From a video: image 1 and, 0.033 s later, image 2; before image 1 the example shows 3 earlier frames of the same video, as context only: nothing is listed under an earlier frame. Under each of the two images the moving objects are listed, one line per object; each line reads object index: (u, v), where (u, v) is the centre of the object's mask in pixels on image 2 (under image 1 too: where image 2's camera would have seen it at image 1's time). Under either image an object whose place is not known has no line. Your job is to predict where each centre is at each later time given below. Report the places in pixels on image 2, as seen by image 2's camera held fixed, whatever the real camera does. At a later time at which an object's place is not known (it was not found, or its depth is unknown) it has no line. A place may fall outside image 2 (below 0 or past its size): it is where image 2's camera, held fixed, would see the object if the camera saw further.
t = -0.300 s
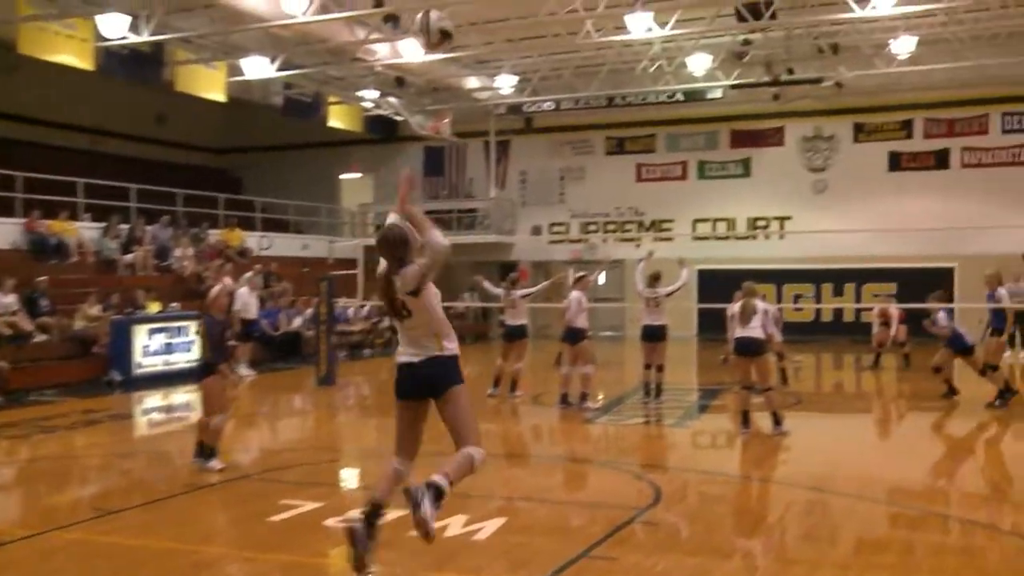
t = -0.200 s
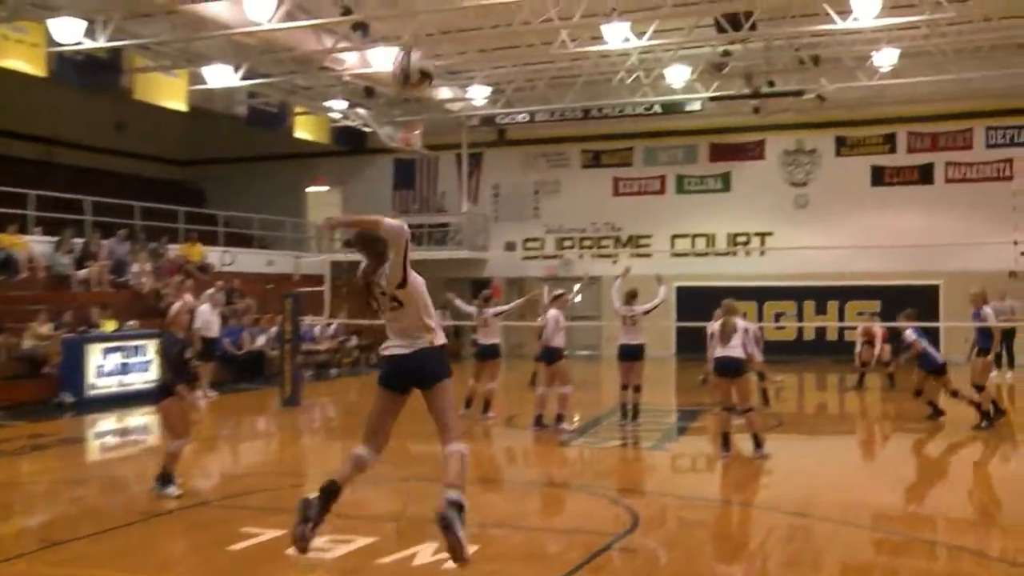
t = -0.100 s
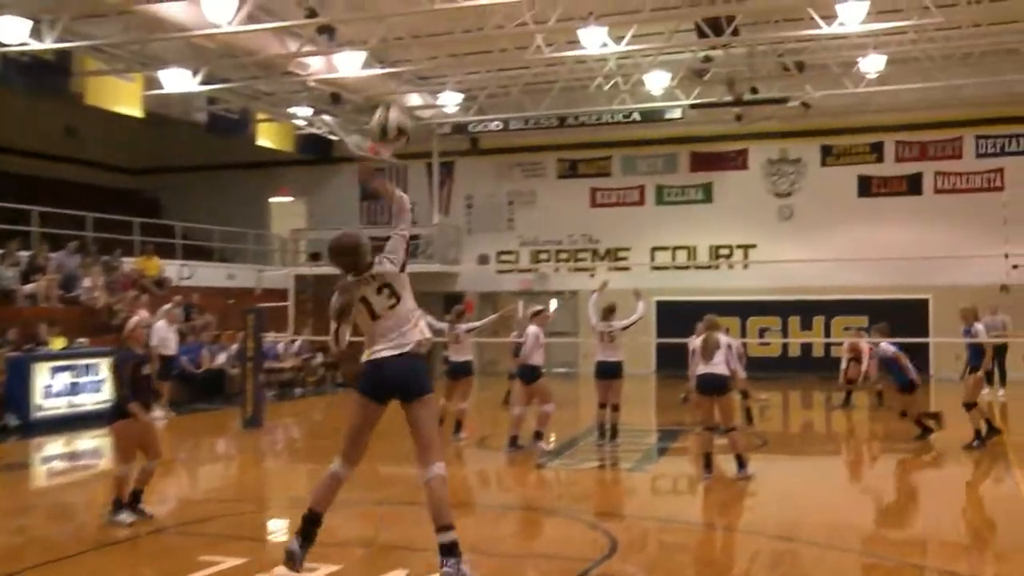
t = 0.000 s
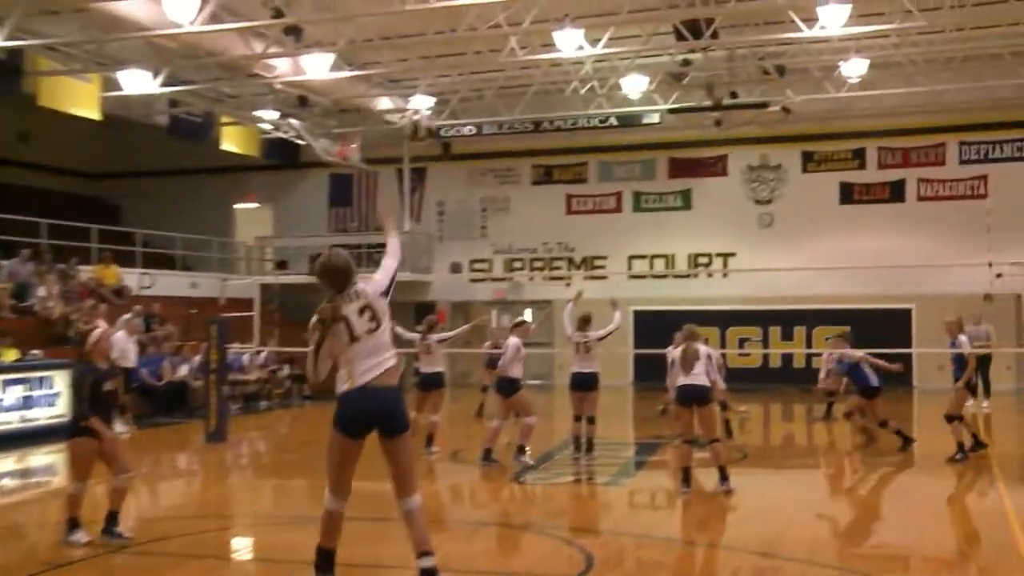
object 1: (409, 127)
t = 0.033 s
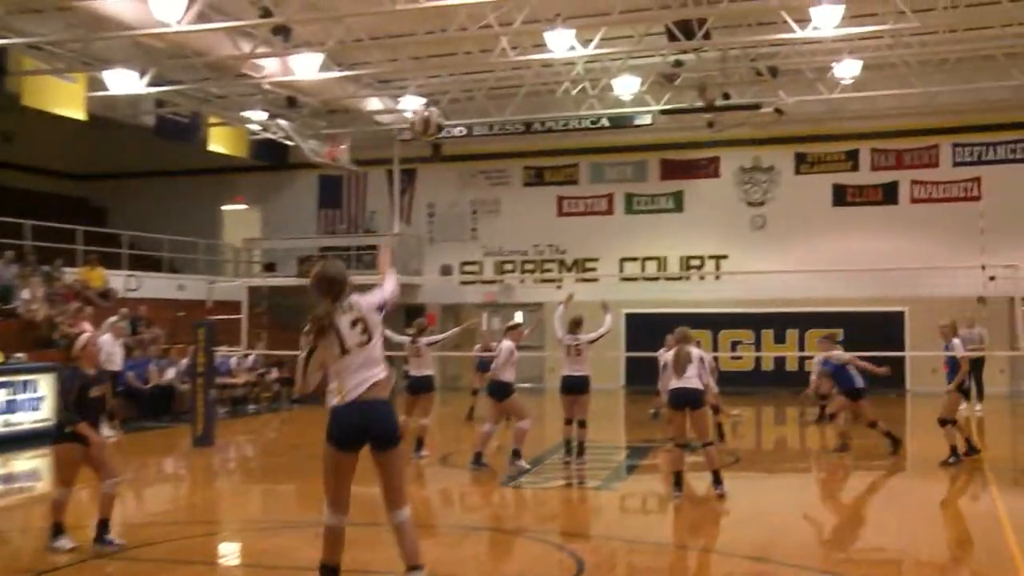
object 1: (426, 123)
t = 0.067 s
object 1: (443, 119)
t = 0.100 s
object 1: (458, 117)
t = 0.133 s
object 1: (471, 116)
